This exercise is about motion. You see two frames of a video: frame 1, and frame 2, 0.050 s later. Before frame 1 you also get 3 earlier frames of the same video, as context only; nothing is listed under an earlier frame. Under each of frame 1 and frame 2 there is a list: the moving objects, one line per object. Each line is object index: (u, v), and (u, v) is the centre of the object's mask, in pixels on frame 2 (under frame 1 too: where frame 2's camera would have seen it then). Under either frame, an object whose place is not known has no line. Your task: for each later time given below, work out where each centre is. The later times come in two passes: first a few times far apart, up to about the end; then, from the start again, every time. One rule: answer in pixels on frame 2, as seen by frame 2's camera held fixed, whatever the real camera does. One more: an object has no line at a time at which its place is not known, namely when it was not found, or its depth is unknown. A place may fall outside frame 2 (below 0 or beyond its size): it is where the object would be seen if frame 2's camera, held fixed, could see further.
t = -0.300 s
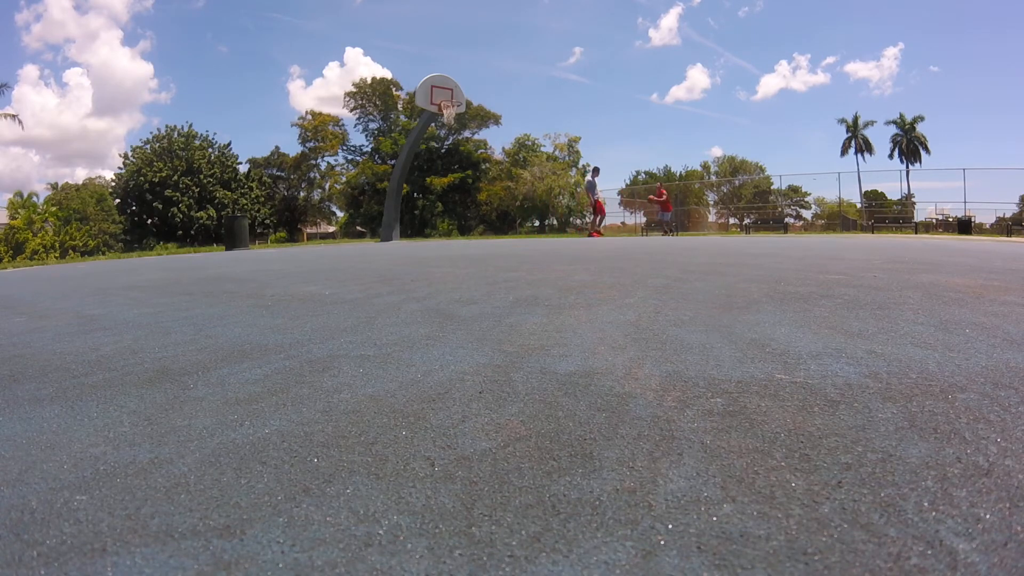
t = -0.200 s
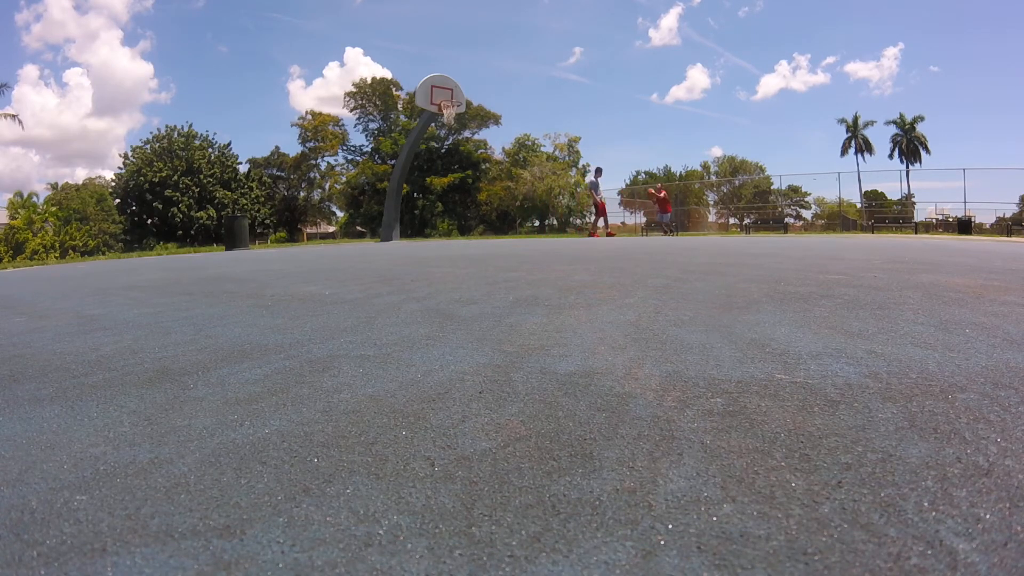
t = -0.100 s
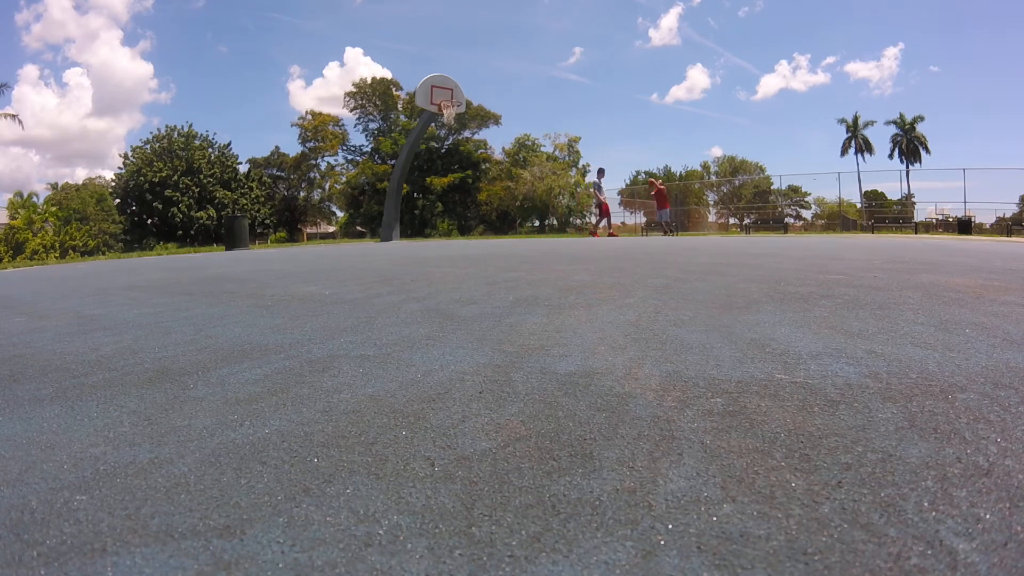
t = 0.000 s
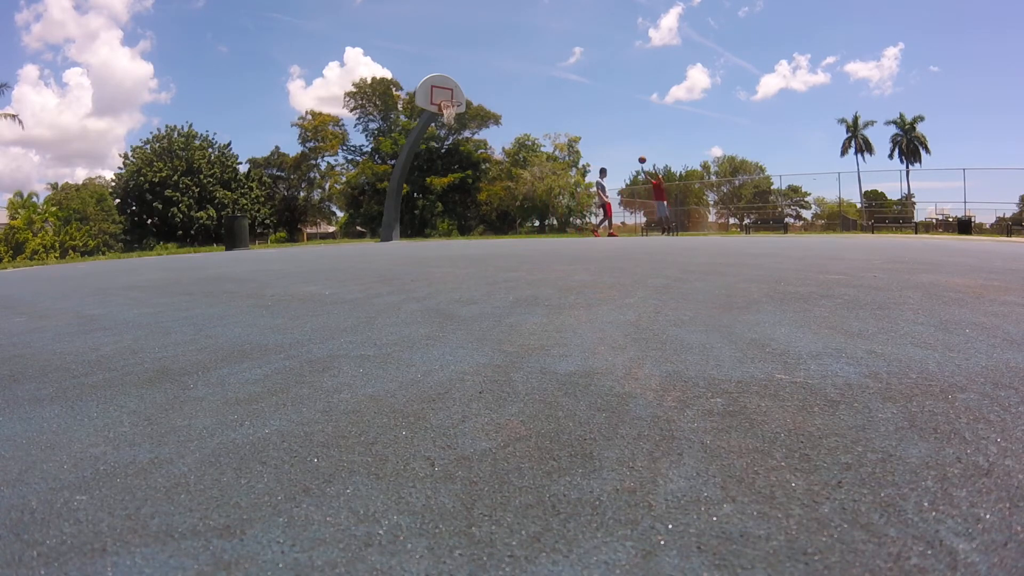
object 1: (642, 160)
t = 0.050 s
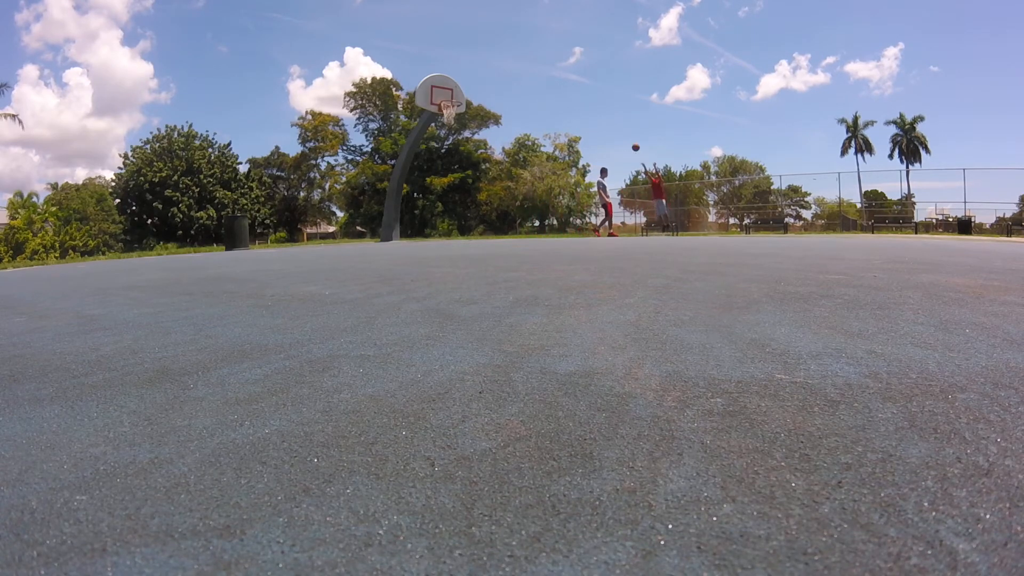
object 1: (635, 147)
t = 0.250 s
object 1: (609, 104)
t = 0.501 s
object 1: (573, 68)
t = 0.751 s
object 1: (535, 51)
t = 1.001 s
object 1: (495, 58)
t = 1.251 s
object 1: (450, 92)
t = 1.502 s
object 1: (454, 56)
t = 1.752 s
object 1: (468, 27)
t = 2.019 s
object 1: (485, 23)
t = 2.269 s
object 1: (505, 54)
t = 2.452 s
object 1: (523, 108)
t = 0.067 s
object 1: (633, 143)
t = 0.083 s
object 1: (631, 139)
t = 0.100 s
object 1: (629, 136)
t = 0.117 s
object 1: (627, 132)
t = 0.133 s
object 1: (625, 128)
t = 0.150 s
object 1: (622, 124)
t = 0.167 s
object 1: (620, 121)
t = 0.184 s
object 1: (618, 117)
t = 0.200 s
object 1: (616, 114)
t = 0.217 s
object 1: (613, 111)
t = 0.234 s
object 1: (611, 107)
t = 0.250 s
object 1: (609, 104)
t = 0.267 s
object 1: (606, 101)
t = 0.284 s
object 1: (604, 98)
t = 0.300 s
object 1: (602, 95)
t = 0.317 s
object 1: (600, 92)
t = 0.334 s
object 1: (597, 90)
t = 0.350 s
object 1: (595, 87)
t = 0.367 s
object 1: (592, 85)
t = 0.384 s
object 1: (590, 82)
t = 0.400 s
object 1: (588, 80)
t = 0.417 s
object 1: (585, 78)
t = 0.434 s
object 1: (583, 76)
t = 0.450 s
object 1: (581, 73)
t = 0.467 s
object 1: (578, 72)
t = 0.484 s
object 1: (576, 70)
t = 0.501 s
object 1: (573, 68)
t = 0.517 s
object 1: (571, 66)
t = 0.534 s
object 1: (568, 64)
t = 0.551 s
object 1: (566, 63)
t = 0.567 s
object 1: (563, 61)
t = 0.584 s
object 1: (561, 60)
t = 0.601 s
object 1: (558, 59)
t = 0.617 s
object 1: (556, 58)
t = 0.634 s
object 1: (553, 57)
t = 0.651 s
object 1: (551, 55)
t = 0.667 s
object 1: (548, 55)
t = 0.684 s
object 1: (546, 54)
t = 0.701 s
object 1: (543, 53)
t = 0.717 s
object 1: (541, 52)
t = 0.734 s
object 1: (538, 52)
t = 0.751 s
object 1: (535, 51)
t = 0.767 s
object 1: (533, 51)
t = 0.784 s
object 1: (530, 51)
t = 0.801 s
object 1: (527, 51)
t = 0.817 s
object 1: (525, 51)
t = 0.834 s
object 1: (522, 51)
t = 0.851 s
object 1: (519, 51)
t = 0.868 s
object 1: (517, 52)
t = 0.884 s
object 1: (514, 52)
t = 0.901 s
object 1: (511, 53)
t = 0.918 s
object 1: (508, 53)
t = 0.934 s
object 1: (506, 54)
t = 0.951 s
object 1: (503, 55)
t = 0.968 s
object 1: (500, 56)
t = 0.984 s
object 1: (497, 57)
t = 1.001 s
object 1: (495, 58)
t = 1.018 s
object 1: (492, 59)
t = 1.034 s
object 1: (489, 61)
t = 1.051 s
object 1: (486, 62)
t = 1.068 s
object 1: (483, 64)
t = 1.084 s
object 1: (480, 66)
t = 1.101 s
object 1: (477, 68)
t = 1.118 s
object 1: (474, 70)
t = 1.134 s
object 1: (471, 72)
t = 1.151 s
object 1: (468, 75)
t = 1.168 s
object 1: (465, 77)
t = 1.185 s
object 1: (462, 80)
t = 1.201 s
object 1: (459, 83)
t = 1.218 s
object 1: (456, 86)
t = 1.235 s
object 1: (453, 89)
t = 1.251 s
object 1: (450, 92)
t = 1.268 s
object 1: (447, 95)
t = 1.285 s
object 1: (444, 98)
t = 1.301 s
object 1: (444, 96)
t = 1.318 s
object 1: (445, 93)
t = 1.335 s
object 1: (446, 89)
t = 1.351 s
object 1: (446, 85)
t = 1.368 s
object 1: (447, 82)
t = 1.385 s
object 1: (448, 78)
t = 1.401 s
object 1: (449, 74)
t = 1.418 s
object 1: (449, 71)
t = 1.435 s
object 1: (450, 68)
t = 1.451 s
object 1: (451, 65)
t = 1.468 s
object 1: (452, 62)
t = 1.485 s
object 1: (453, 59)
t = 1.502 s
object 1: (454, 56)
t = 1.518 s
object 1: (455, 54)
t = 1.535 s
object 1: (456, 51)
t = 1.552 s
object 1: (456, 48)
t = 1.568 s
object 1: (457, 46)
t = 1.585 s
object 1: (458, 44)
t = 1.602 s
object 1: (459, 42)
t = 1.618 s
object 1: (460, 39)
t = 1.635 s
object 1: (461, 38)
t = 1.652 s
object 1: (462, 36)
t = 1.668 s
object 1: (463, 34)
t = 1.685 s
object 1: (464, 32)
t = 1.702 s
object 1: (465, 31)
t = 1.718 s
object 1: (466, 29)
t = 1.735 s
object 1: (467, 28)
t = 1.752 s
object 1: (468, 27)
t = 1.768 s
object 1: (469, 25)
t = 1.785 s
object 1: (470, 24)
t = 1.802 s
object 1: (471, 23)
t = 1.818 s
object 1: (472, 23)
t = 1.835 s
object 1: (473, 22)
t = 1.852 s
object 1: (474, 21)
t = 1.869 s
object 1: (475, 21)
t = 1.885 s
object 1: (476, 21)
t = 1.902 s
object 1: (477, 20)
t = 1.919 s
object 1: (478, 20)
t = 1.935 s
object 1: (479, 21)
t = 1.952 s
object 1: (480, 21)
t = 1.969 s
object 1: (482, 21)
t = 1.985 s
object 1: (483, 22)
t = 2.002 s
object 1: (484, 22)
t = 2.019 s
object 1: (485, 23)
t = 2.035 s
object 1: (487, 24)
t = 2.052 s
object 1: (488, 25)
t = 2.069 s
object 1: (489, 26)
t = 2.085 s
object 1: (490, 28)
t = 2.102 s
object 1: (492, 29)
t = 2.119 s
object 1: (493, 31)
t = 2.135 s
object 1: (494, 33)
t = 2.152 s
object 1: (496, 35)
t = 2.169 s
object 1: (497, 37)
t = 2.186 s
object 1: (498, 39)
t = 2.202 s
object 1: (500, 42)
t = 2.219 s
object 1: (501, 44)
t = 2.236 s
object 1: (502, 47)
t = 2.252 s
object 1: (504, 51)
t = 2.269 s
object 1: (505, 54)
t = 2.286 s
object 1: (507, 58)
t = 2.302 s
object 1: (509, 61)
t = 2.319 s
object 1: (510, 66)
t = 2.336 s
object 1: (512, 70)
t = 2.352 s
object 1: (513, 75)
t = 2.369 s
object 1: (515, 79)
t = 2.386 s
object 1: (516, 84)
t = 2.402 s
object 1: (518, 90)
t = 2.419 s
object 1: (520, 95)
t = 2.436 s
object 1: (522, 101)
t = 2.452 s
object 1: (523, 108)
